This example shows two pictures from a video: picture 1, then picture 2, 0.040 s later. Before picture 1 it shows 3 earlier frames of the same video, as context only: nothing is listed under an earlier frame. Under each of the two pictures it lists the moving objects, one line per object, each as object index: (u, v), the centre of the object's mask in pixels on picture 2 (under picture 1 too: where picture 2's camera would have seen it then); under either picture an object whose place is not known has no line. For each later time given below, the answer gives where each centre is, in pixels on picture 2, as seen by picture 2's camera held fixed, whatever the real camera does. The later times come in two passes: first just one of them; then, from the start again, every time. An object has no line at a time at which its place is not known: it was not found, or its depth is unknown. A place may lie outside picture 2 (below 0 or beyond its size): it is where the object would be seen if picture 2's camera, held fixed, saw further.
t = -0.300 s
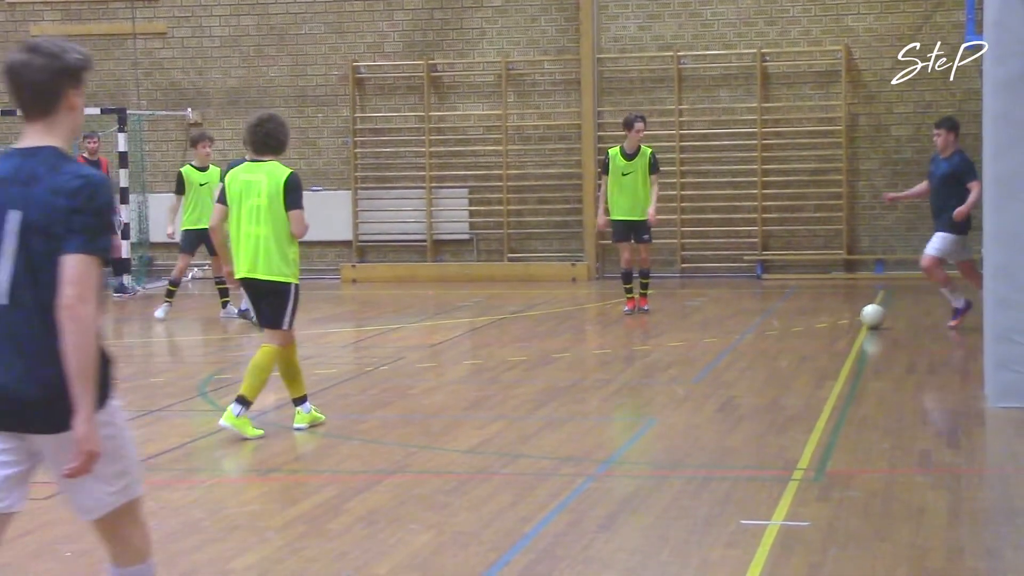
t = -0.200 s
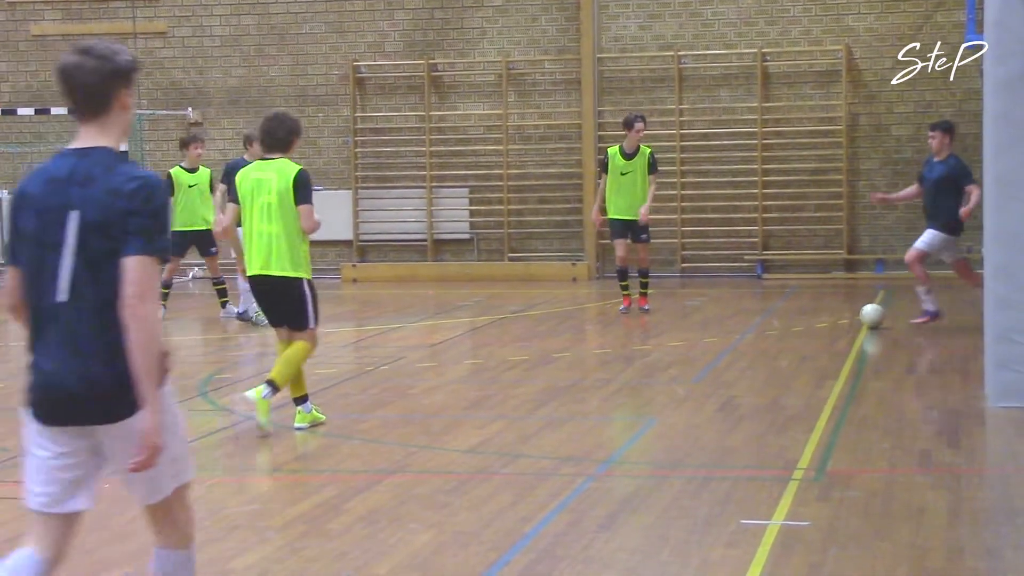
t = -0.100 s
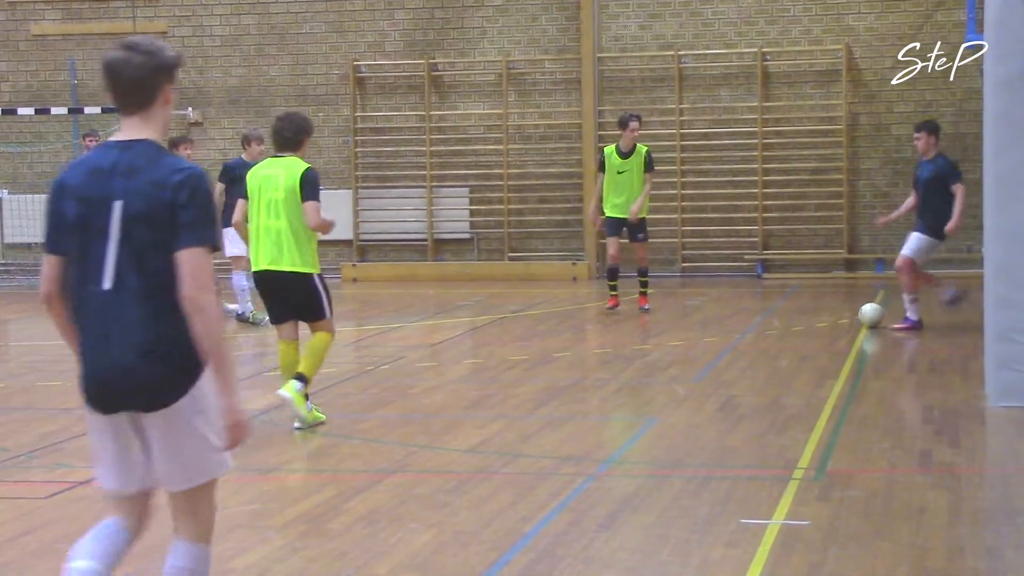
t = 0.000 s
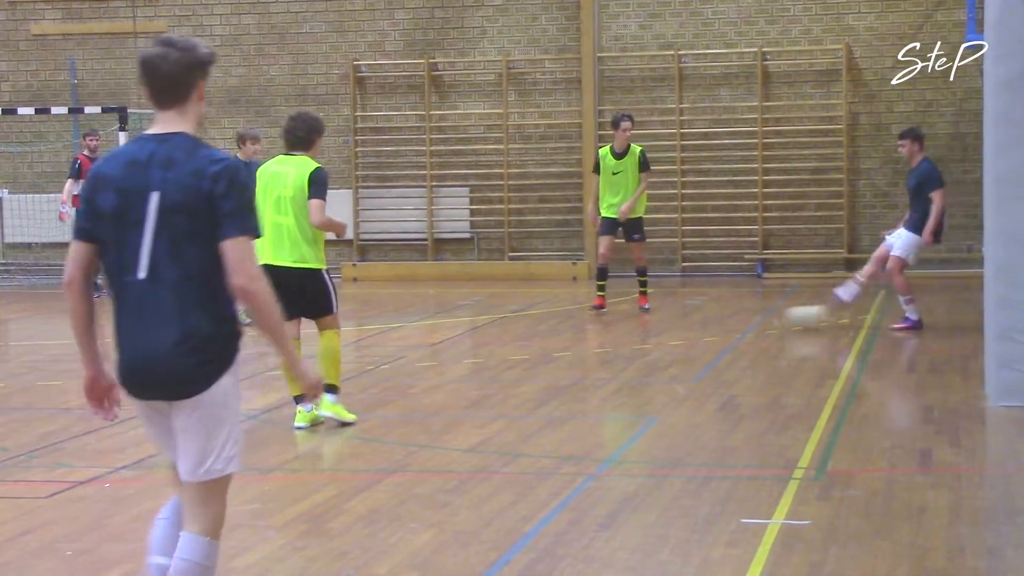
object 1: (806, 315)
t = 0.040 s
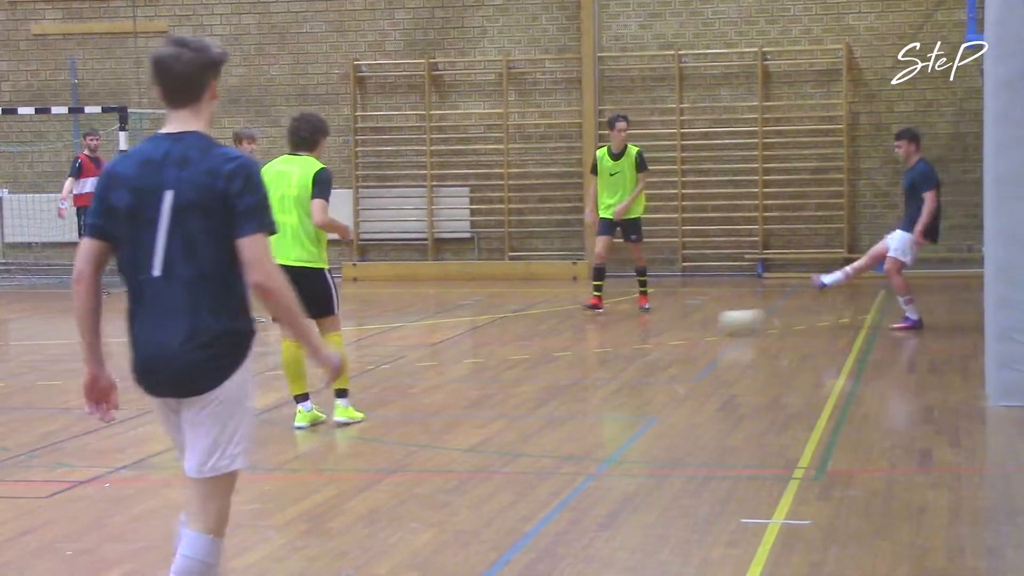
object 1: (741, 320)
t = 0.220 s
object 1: (440, 341)
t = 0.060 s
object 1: (707, 323)
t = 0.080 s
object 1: (675, 324)
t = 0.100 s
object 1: (641, 327)
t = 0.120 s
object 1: (607, 330)
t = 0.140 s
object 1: (572, 332)
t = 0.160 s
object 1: (539, 333)
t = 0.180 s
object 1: (506, 337)
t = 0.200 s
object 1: (474, 339)
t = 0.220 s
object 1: (440, 341)
